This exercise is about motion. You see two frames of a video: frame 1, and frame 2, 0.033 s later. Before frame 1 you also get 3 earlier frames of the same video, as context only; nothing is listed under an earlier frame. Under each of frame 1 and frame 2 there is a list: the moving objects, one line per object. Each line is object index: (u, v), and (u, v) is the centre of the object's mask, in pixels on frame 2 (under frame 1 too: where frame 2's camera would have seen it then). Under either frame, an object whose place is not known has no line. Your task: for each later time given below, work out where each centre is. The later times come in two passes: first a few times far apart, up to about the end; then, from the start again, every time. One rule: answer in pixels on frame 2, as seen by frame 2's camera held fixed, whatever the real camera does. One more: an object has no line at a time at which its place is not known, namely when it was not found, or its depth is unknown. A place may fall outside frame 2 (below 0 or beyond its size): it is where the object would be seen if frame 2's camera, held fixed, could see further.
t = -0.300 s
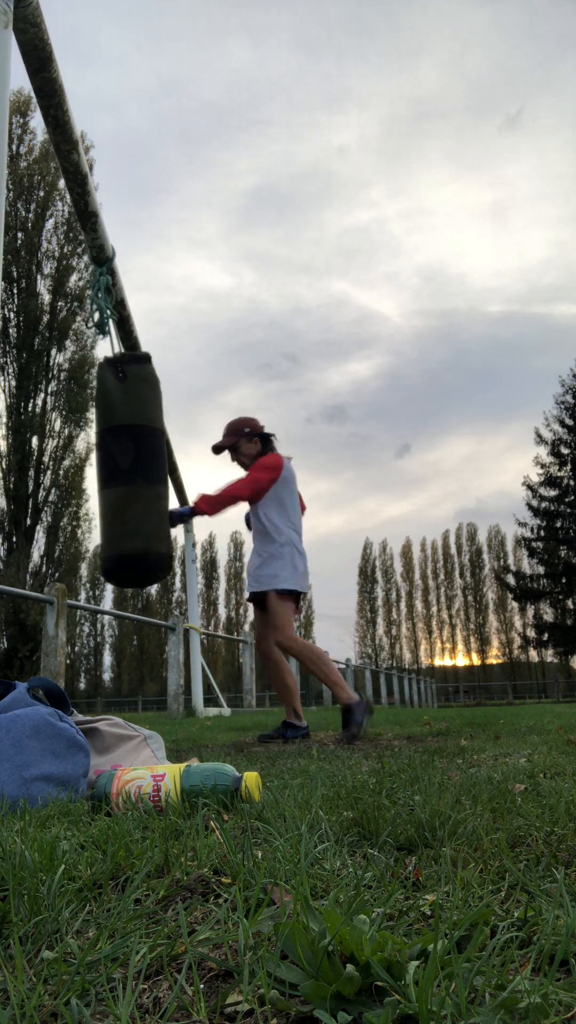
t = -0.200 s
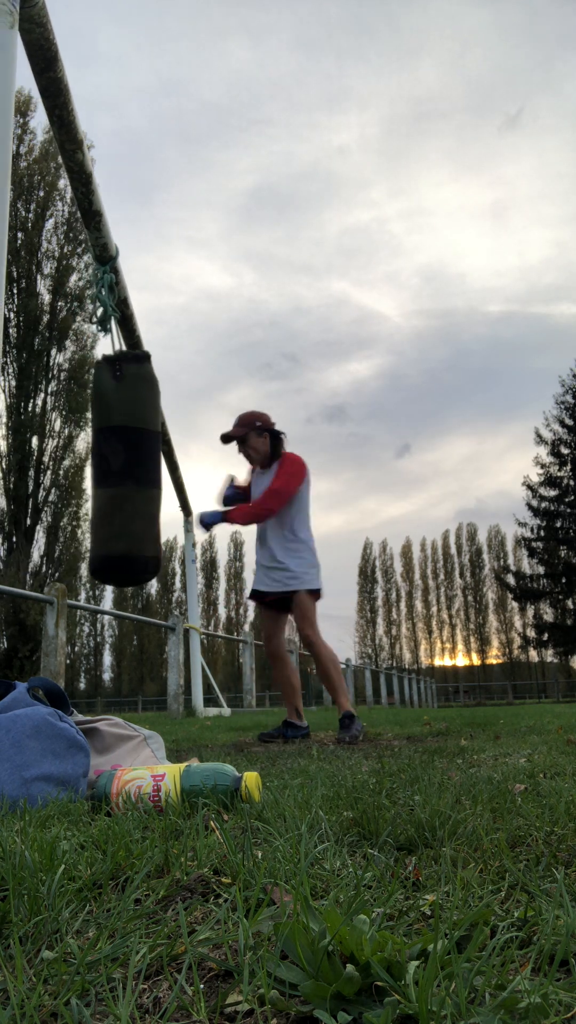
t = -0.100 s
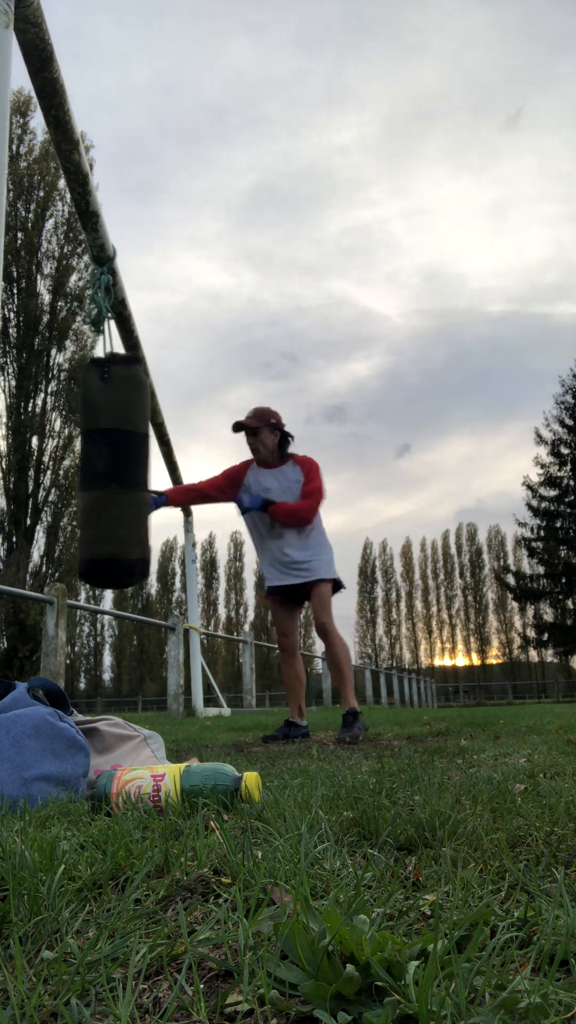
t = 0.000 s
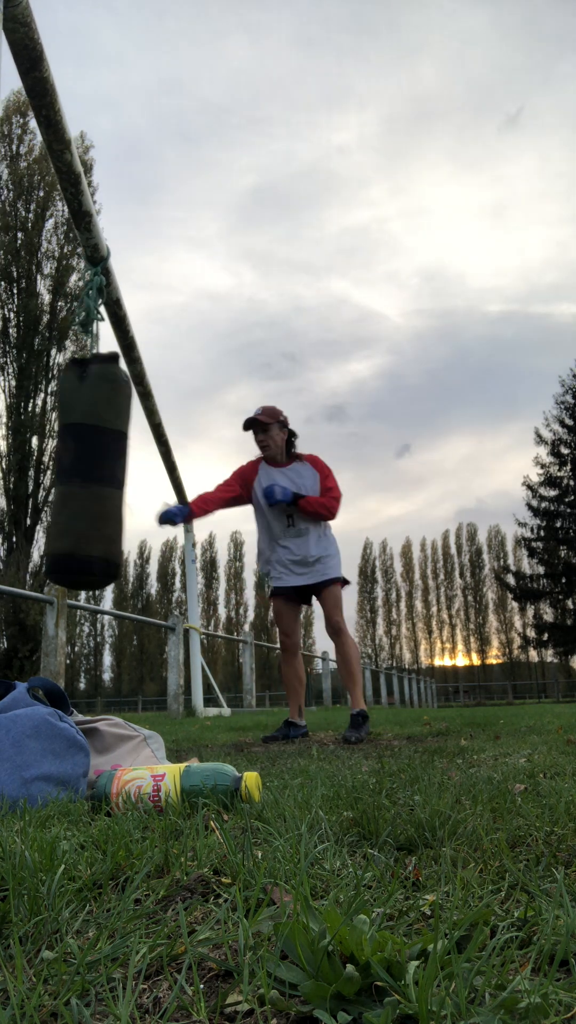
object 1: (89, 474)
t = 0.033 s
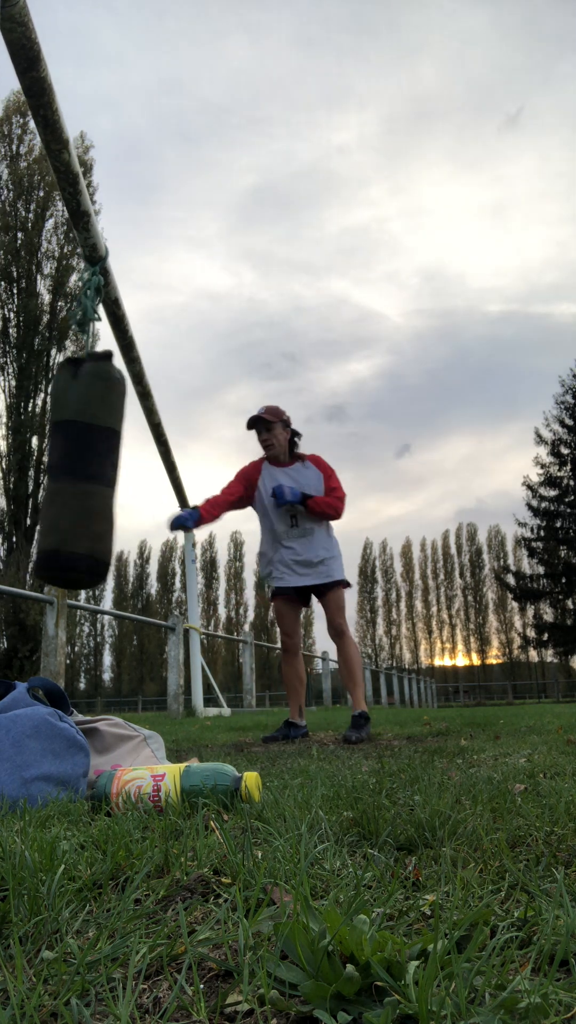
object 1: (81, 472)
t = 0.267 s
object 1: (40, 445)
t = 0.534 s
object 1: (32, 412)
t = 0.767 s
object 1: (38, 436)
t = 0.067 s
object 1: (72, 471)
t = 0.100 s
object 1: (64, 470)
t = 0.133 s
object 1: (55, 469)
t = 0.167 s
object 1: (50, 465)
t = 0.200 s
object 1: (45, 459)
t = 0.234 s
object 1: (42, 452)
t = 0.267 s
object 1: (40, 445)
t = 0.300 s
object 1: (38, 438)
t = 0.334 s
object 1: (37, 432)
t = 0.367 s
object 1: (35, 426)
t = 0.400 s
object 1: (35, 422)
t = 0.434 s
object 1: (34, 418)
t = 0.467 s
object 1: (33, 415)
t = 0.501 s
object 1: (32, 412)
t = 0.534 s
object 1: (32, 412)
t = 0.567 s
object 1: (32, 413)
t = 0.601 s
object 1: (32, 415)
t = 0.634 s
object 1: (32, 418)
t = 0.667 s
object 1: (33, 421)
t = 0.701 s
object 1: (34, 426)
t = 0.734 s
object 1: (36, 431)
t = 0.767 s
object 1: (38, 436)
